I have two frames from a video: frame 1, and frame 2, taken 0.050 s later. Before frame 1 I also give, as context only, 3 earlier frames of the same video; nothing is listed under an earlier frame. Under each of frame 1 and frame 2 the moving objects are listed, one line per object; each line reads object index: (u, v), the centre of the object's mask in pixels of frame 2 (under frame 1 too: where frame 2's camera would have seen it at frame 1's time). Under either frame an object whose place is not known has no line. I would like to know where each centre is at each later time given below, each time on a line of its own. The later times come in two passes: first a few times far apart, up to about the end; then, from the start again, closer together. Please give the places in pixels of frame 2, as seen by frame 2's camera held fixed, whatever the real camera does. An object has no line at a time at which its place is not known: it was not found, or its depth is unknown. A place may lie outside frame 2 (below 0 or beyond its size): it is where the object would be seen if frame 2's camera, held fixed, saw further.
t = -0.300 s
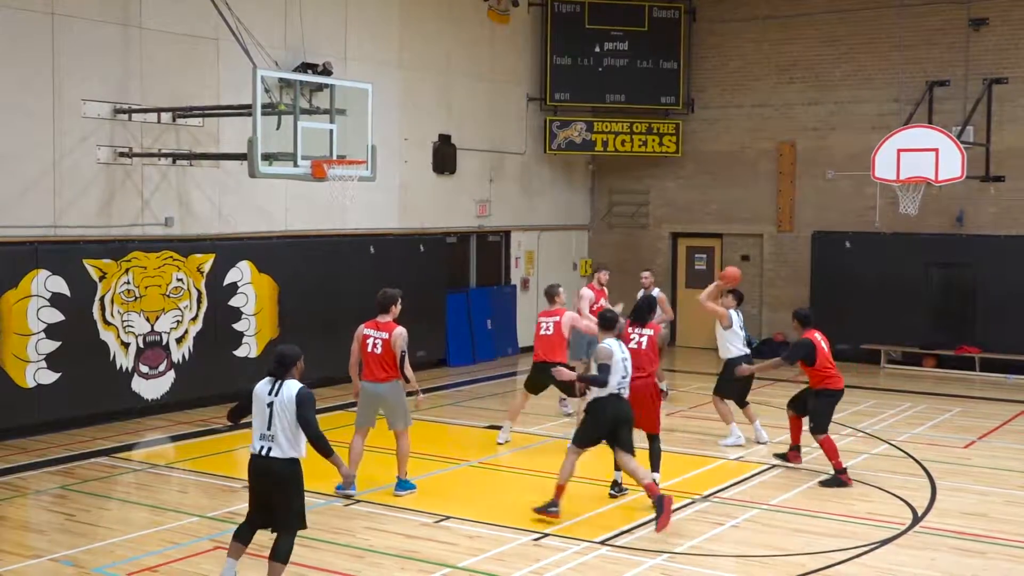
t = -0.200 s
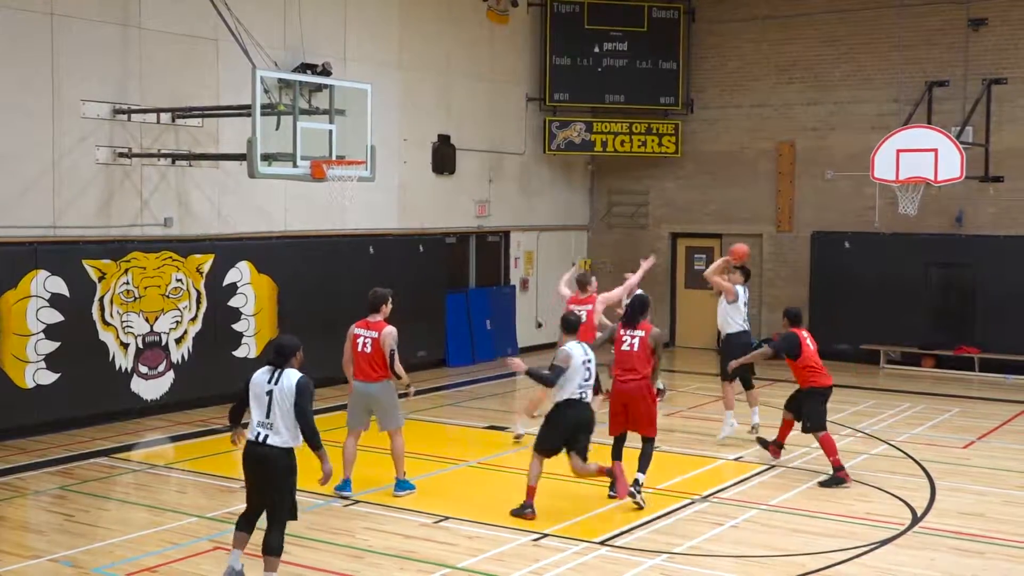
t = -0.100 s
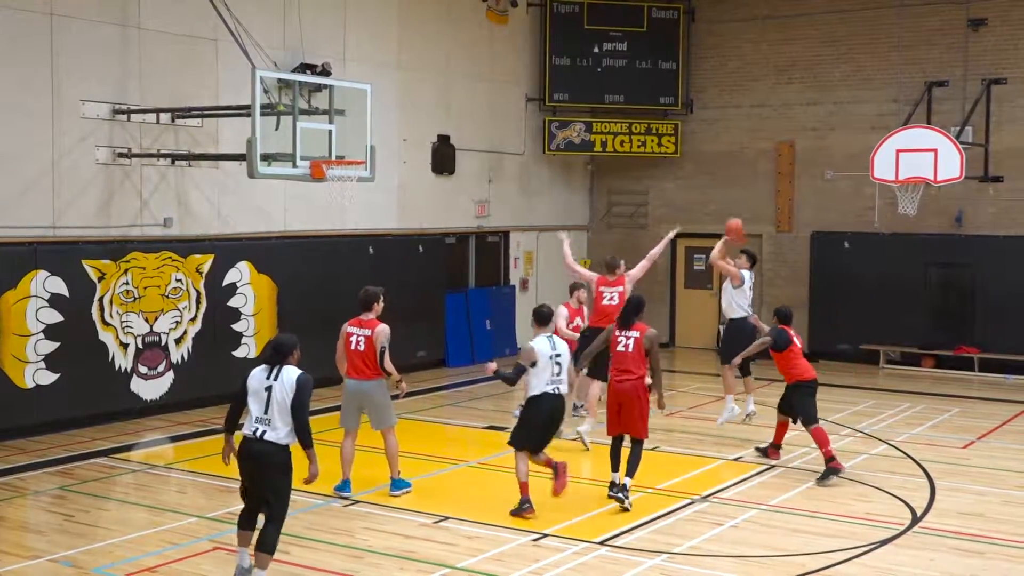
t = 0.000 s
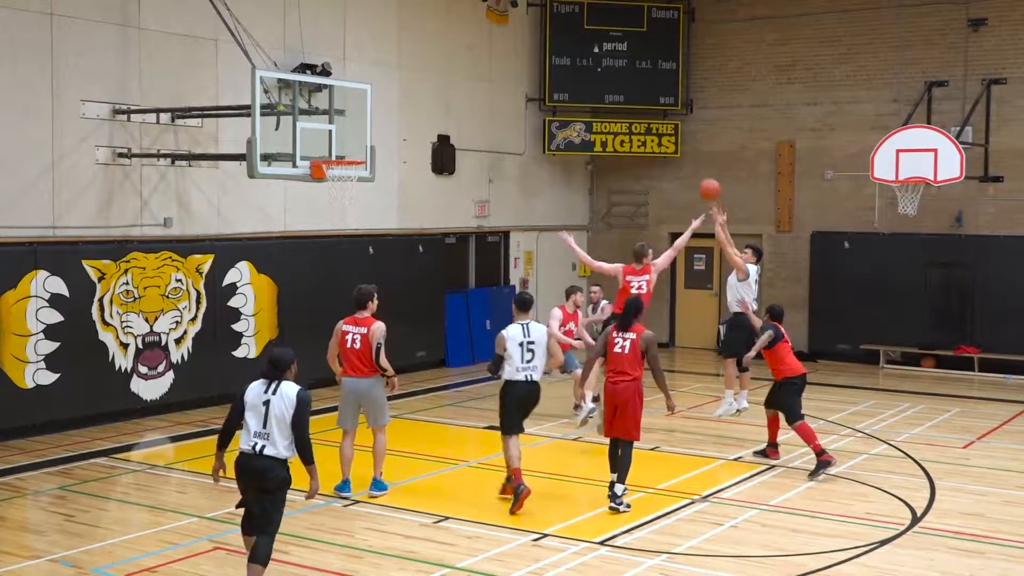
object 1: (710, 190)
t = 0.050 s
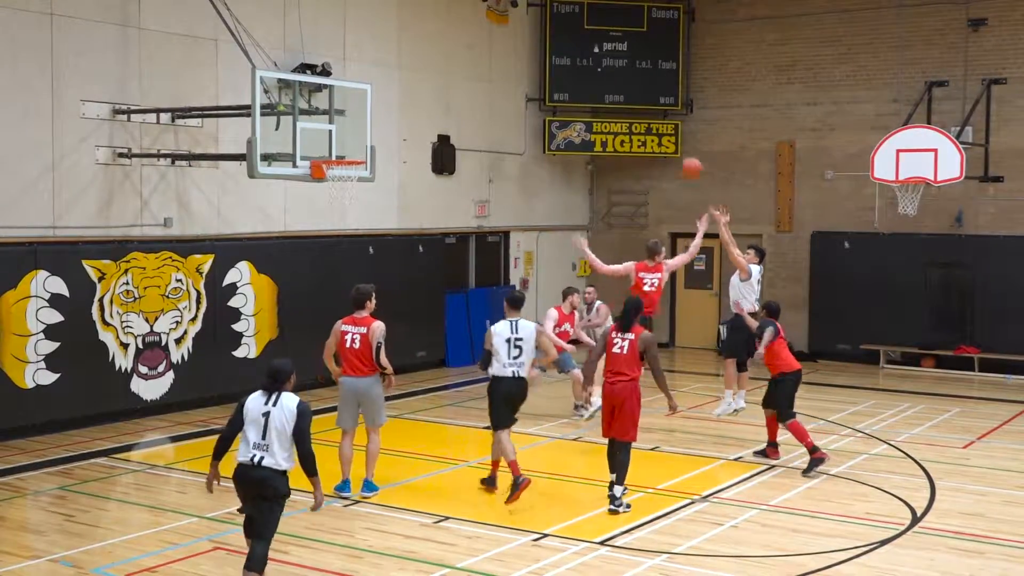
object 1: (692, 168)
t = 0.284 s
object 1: (604, 100)
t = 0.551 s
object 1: (504, 82)
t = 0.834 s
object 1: (397, 134)
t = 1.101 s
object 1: (442, 138)
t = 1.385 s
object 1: (543, 170)
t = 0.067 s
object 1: (686, 163)
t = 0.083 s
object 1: (679, 157)
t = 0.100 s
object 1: (673, 150)
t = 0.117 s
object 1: (667, 144)
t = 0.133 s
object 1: (660, 138)
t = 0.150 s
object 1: (654, 133)
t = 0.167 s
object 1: (648, 127)
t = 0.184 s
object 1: (642, 123)
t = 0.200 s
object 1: (636, 118)
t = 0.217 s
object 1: (629, 114)
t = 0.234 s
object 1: (623, 110)
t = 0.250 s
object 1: (617, 107)
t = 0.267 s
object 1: (611, 103)
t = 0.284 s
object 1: (604, 100)
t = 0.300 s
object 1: (598, 96)
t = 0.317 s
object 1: (592, 94)
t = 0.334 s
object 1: (585, 92)
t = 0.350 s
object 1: (579, 90)
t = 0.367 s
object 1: (573, 87)
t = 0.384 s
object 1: (567, 86)
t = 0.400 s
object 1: (561, 84)
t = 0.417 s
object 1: (555, 83)
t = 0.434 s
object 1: (548, 82)
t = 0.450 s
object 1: (543, 80)
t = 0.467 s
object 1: (536, 80)
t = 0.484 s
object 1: (530, 81)
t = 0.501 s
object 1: (523, 80)
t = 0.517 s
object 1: (516, 80)
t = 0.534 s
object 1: (510, 81)
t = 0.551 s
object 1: (504, 82)
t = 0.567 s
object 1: (497, 82)
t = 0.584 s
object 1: (491, 83)
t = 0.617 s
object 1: (478, 87)
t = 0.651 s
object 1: (466, 91)
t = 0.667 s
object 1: (460, 94)
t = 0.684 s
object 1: (453, 97)
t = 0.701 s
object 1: (447, 100)
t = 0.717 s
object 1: (441, 102)
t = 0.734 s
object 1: (434, 107)
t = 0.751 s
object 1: (428, 111)
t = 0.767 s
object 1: (422, 115)
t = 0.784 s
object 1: (416, 119)
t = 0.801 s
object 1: (409, 124)
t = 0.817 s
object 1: (403, 129)
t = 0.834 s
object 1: (397, 134)
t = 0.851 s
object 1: (391, 139)
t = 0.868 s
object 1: (385, 144)
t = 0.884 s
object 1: (378, 151)
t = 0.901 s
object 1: (373, 156)
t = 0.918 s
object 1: (376, 156)
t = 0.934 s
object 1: (383, 153)
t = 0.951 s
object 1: (388, 150)
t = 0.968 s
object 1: (394, 148)
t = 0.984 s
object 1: (400, 146)
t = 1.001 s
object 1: (406, 144)
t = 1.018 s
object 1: (412, 142)
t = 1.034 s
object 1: (418, 141)
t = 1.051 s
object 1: (424, 140)
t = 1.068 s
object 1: (430, 139)
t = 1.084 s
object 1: (436, 138)
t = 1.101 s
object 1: (442, 138)
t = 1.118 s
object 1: (448, 137)
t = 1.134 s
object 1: (454, 138)
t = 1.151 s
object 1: (460, 138)
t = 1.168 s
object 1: (466, 139)
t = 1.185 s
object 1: (472, 140)
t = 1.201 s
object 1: (479, 141)
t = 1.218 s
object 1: (484, 142)
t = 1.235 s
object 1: (490, 144)
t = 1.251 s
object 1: (496, 146)
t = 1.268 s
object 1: (502, 148)
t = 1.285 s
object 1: (508, 150)
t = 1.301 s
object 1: (514, 153)
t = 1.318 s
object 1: (520, 156)
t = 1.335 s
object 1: (526, 159)
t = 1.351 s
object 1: (532, 162)
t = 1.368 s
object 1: (537, 166)
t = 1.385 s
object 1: (543, 170)
